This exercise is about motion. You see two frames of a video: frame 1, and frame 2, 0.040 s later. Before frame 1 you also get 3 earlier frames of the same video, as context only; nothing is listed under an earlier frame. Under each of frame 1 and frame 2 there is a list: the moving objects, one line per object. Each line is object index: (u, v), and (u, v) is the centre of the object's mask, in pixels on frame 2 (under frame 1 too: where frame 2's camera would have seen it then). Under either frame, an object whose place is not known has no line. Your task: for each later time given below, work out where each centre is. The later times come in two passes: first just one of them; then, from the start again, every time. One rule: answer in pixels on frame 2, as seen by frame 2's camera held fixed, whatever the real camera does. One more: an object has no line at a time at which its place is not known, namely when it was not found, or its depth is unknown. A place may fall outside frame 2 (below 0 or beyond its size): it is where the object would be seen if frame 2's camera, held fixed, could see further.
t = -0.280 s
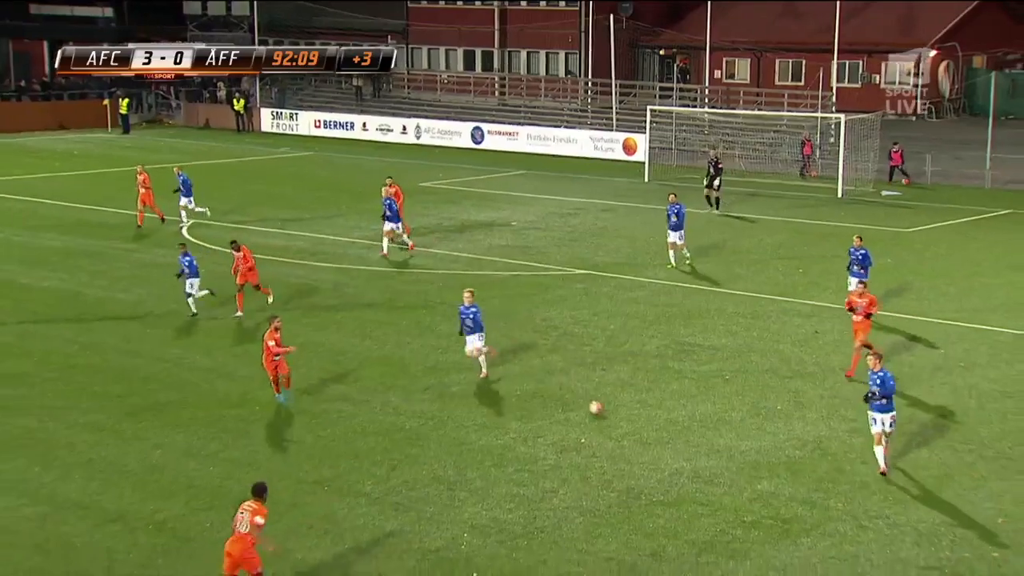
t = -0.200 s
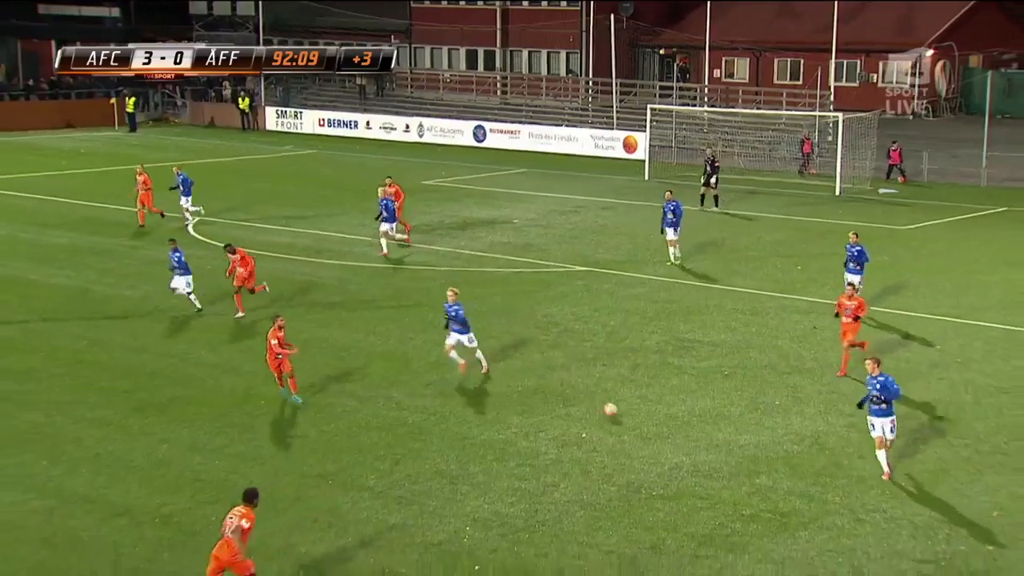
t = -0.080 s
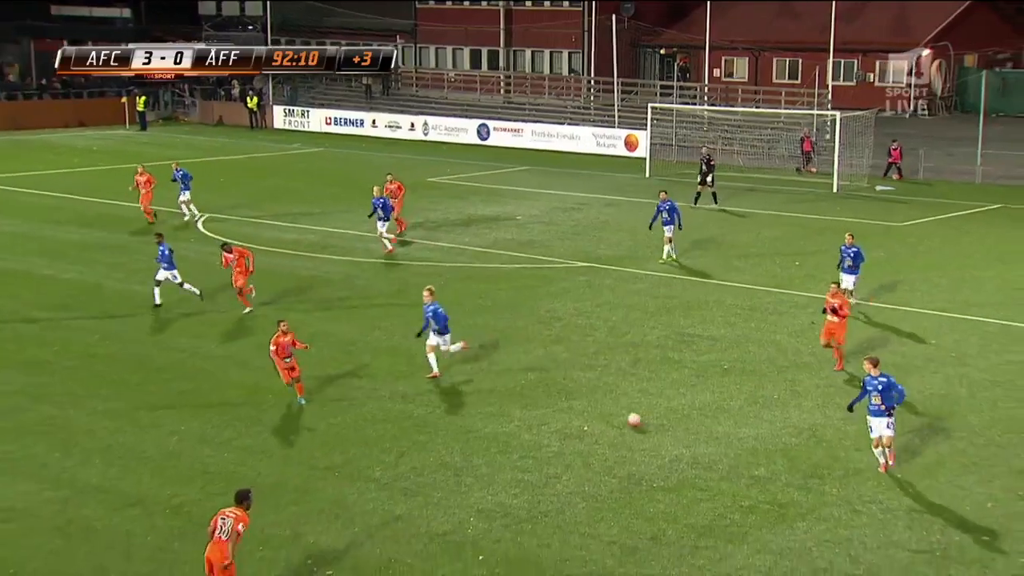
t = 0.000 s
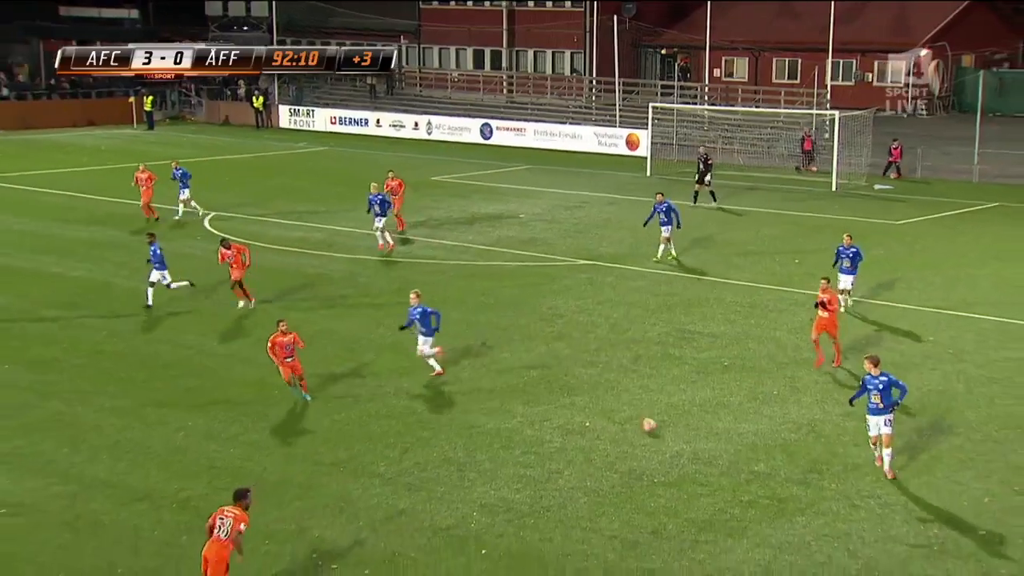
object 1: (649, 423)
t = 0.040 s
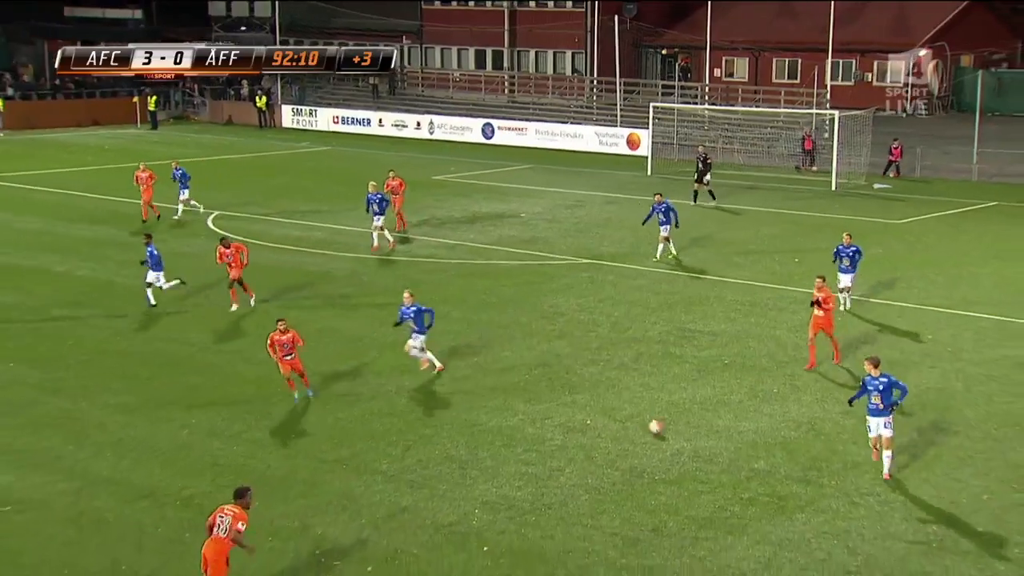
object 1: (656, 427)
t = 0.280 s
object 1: (696, 455)
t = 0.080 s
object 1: (662, 431)
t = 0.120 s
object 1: (669, 436)
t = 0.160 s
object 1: (676, 441)
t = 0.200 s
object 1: (682, 445)
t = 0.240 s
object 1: (688, 448)
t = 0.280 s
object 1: (696, 455)
